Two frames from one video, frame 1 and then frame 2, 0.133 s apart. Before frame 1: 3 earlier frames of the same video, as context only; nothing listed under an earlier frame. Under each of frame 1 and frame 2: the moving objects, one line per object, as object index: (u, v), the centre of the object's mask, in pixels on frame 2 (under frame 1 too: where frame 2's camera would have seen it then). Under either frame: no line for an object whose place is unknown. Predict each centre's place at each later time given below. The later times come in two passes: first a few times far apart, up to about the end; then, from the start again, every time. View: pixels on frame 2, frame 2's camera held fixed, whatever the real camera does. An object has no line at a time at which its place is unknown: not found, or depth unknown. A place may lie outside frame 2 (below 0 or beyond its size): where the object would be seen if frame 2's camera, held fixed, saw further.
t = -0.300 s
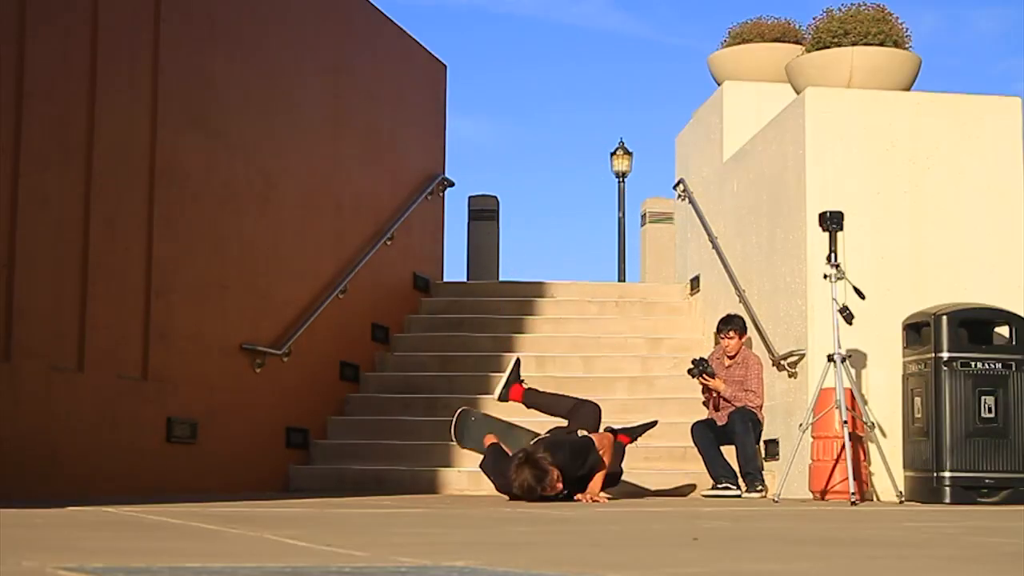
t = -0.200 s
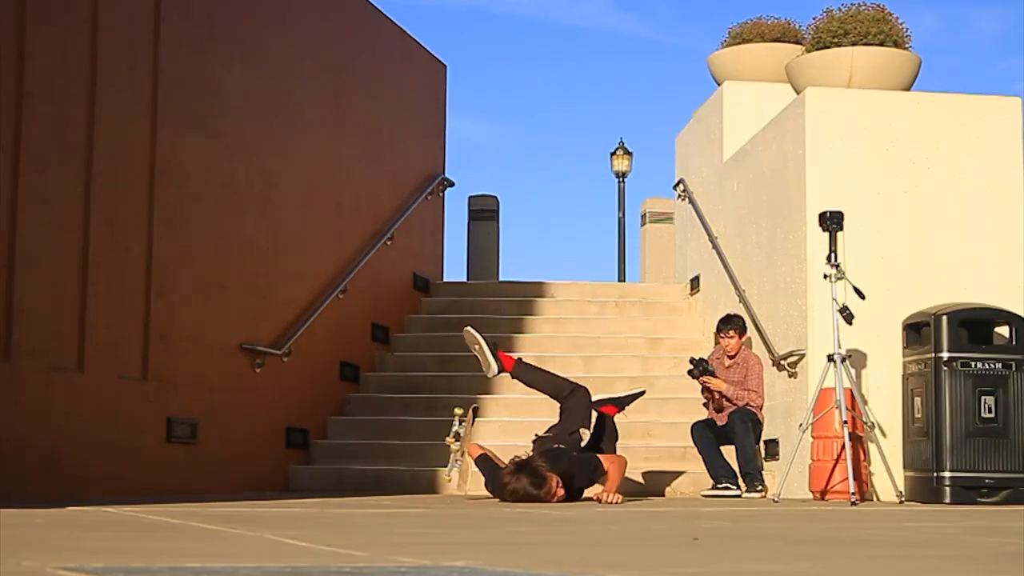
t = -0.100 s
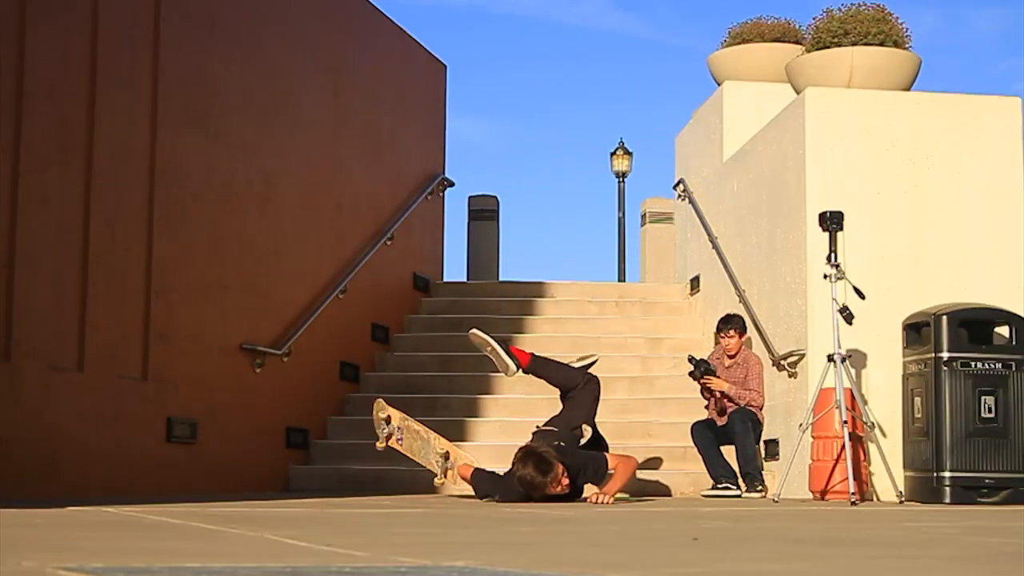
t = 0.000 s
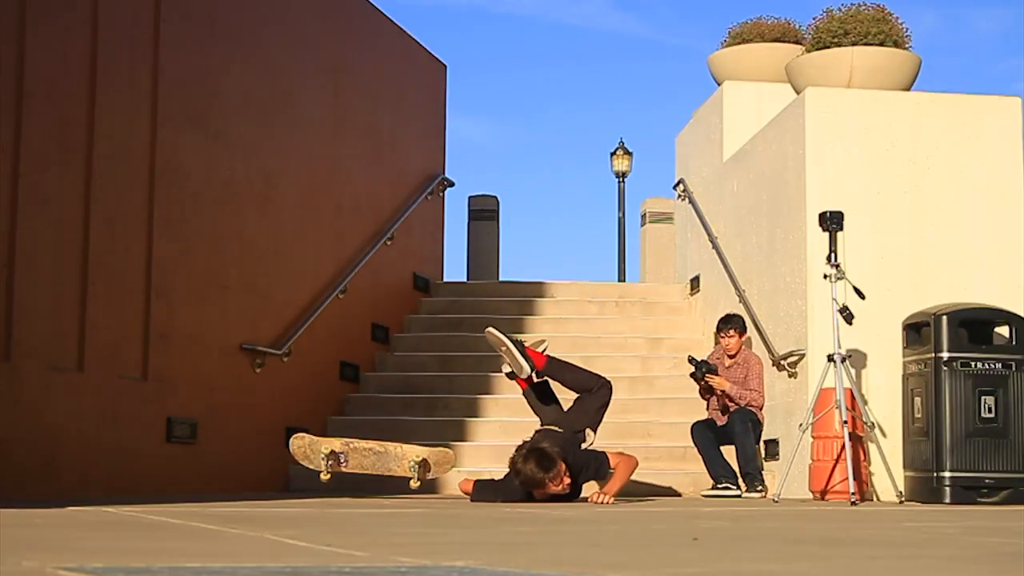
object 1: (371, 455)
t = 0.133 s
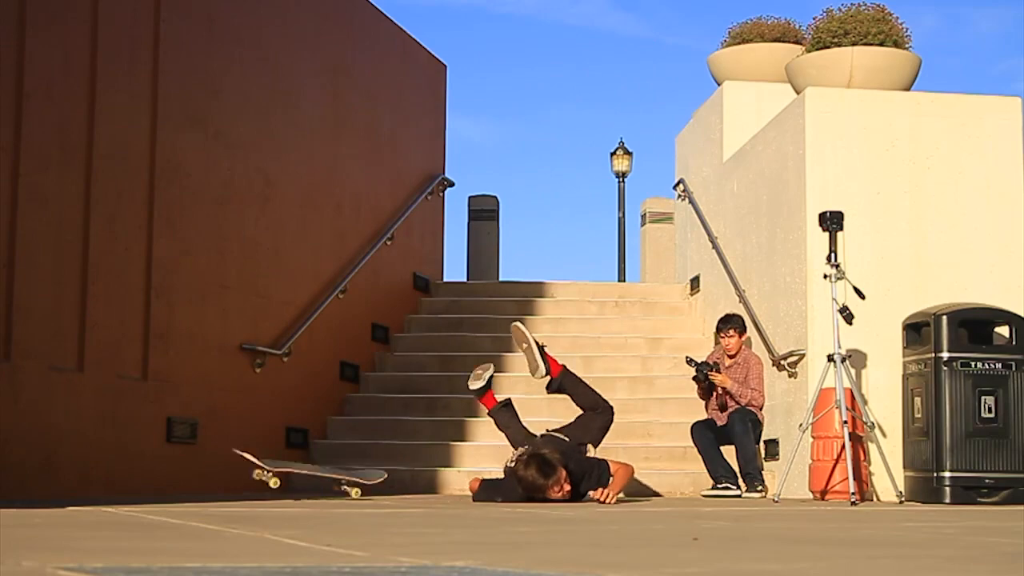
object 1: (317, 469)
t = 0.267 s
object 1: (238, 452)
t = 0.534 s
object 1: (134, 477)
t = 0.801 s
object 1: (64, 480)
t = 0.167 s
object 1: (282, 461)
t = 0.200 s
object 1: (267, 458)
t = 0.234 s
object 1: (252, 453)
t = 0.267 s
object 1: (238, 452)
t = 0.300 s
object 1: (222, 450)
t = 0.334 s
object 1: (209, 453)
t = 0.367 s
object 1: (193, 458)
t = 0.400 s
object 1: (178, 465)
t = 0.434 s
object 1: (165, 473)
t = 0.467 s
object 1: (158, 475)
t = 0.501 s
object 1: (158, 477)
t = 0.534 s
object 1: (134, 477)
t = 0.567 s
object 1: (123, 478)
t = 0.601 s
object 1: (113, 478)
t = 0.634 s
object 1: (99, 479)
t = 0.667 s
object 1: (86, 479)
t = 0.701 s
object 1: (72, 479)
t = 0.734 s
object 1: (67, 480)
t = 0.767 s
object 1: (64, 480)
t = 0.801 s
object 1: (64, 480)
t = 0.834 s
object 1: (58, 480)
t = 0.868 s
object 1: (52, 480)
